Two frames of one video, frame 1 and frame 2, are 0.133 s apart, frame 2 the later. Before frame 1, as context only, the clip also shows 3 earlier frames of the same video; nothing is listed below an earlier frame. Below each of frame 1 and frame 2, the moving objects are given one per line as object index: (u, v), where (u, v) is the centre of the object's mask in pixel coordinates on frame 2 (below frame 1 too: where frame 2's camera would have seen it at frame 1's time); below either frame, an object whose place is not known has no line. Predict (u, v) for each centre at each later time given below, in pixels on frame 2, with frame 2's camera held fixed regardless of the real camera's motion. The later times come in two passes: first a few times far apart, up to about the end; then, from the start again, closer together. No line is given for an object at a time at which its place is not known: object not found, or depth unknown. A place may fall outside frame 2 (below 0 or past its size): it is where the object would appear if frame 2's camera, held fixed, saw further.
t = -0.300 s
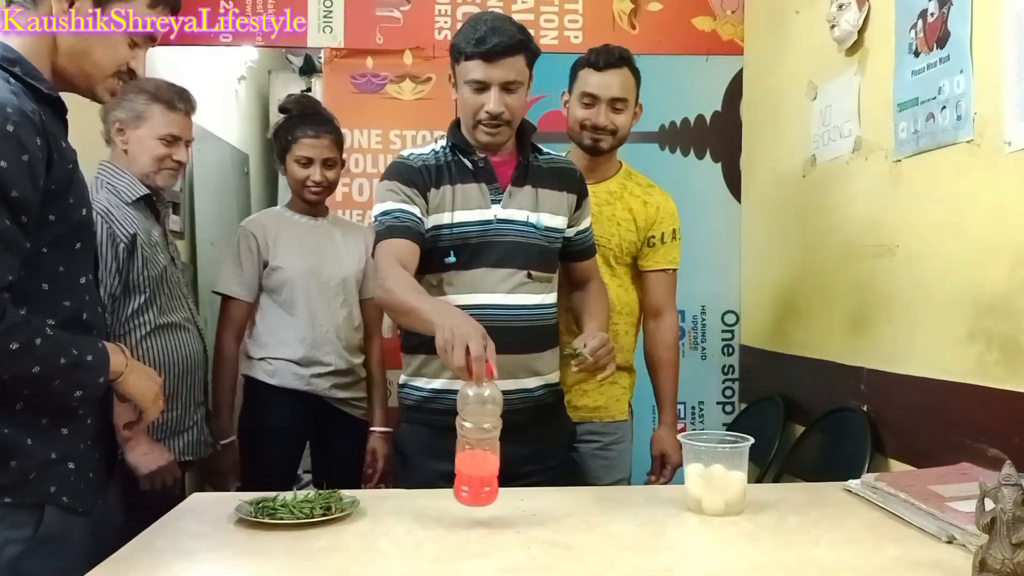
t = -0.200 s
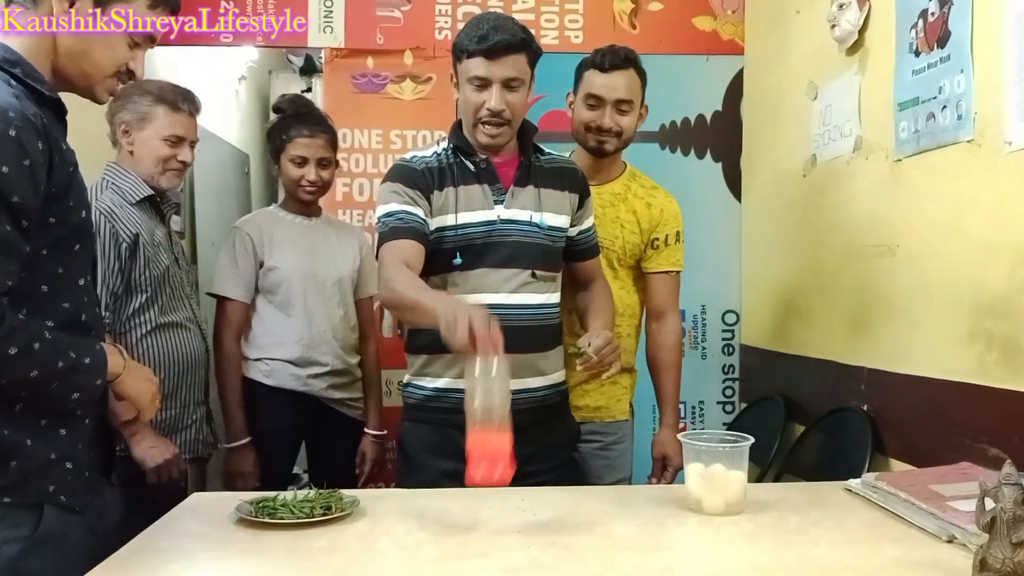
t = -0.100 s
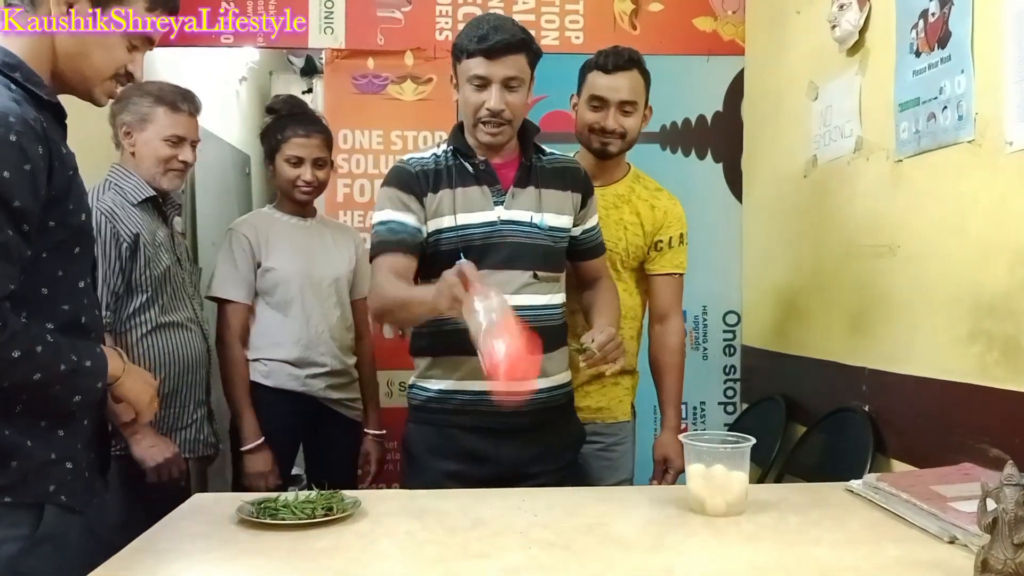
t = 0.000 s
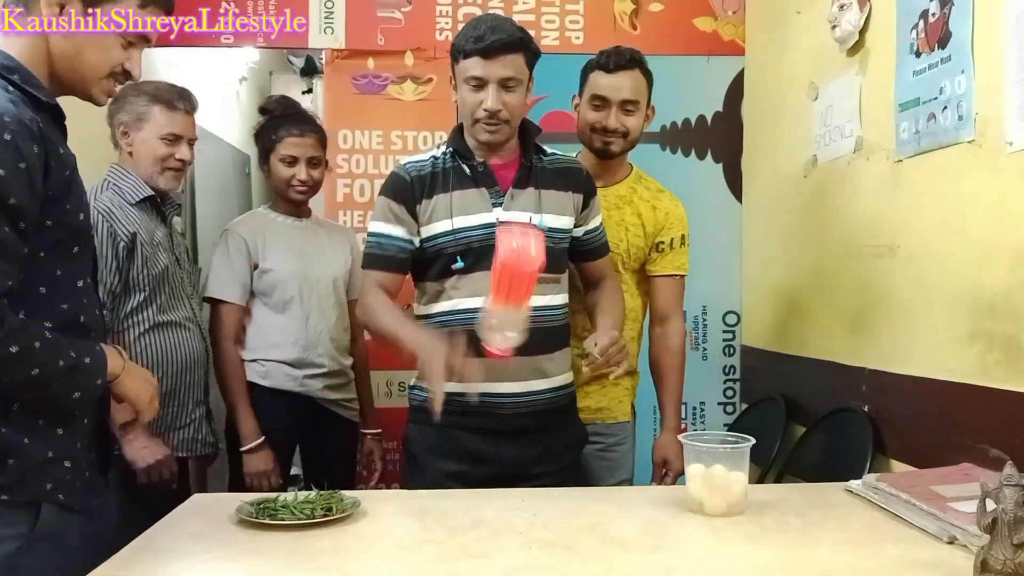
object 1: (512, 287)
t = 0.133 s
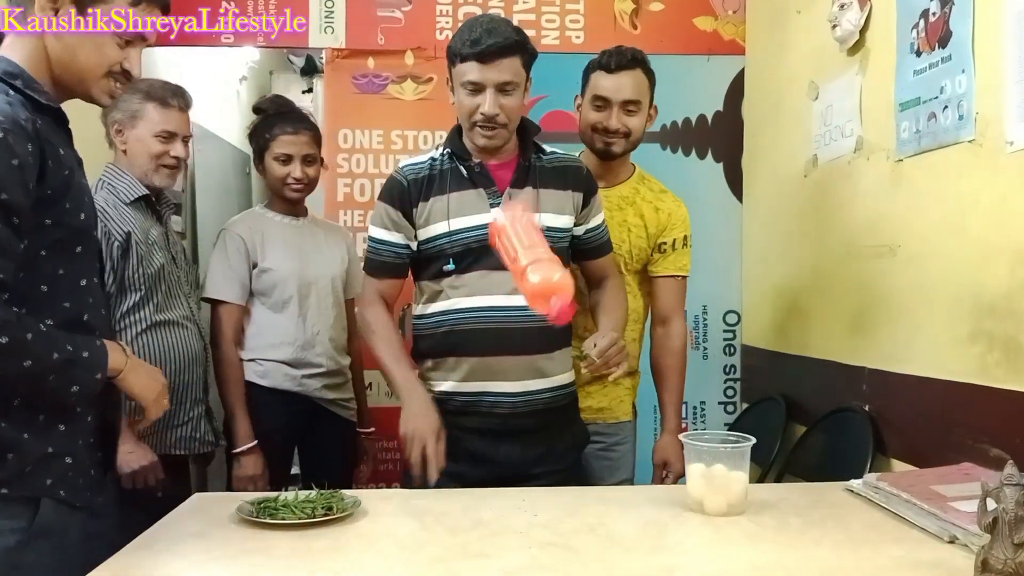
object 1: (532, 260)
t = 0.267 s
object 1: (538, 361)
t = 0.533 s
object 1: (565, 533)
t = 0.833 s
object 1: (584, 532)
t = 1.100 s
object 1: (601, 529)
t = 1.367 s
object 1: (617, 528)
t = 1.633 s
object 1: (634, 526)
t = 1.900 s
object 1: (649, 525)
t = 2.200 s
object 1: (666, 523)
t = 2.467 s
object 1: (676, 522)
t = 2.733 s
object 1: (682, 521)
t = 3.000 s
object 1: (684, 520)
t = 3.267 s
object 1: (683, 520)
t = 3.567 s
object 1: (682, 521)
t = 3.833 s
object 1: (681, 521)
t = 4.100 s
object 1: (681, 521)
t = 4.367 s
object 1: (679, 521)
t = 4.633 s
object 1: (676, 521)
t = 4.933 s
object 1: (673, 522)
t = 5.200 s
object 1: (669, 522)
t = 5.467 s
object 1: (667, 522)
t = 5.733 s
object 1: (664, 523)
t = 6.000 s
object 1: (655, 524)
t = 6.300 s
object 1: (655, 524)
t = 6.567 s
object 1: (658, 524)
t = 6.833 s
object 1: (656, 524)
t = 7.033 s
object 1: (655, 525)
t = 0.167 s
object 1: (533, 269)
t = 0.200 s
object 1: (534, 289)
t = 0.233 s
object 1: (537, 320)
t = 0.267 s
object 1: (538, 361)
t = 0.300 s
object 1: (541, 410)
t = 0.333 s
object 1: (543, 460)
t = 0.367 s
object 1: (549, 487)
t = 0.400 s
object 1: (559, 515)
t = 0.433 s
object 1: (557, 530)
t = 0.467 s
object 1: (561, 534)
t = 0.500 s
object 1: (564, 534)
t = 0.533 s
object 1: (565, 533)
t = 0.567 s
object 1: (567, 533)
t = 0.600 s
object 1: (569, 533)
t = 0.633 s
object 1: (571, 533)
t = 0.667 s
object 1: (573, 533)
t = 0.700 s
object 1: (575, 533)
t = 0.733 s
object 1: (577, 533)
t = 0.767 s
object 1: (579, 532)
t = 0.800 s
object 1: (582, 532)
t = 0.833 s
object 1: (584, 532)
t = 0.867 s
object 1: (586, 531)
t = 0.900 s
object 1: (588, 531)
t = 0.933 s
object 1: (590, 531)
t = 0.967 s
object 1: (592, 531)
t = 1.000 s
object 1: (594, 531)
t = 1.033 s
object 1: (597, 530)
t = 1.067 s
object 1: (599, 530)
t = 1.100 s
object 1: (601, 529)
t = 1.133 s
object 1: (602, 530)
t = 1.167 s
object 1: (603, 530)
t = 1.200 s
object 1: (605, 530)
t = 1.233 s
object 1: (608, 529)
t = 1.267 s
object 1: (610, 529)
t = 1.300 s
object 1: (613, 528)
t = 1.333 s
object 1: (615, 528)
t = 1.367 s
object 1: (617, 528)
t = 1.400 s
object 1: (619, 528)
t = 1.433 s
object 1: (621, 527)
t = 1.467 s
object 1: (623, 527)
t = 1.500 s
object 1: (626, 527)
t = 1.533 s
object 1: (628, 527)
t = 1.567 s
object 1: (630, 527)
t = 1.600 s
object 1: (632, 527)
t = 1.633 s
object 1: (634, 526)
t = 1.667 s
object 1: (636, 526)
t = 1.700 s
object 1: (638, 526)
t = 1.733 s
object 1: (640, 525)
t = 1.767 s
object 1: (642, 525)
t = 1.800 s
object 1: (644, 525)
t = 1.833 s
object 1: (646, 525)
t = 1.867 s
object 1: (648, 525)
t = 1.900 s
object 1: (649, 525)
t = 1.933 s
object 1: (651, 524)
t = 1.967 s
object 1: (653, 524)
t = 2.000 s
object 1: (658, 524)
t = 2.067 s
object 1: (659, 524)
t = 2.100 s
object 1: (661, 523)
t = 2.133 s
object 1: (662, 523)
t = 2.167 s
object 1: (664, 523)
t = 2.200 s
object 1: (666, 523)
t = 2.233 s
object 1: (668, 522)
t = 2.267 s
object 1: (669, 522)
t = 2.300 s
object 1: (670, 522)
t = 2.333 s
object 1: (671, 522)
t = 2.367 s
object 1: (672, 522)
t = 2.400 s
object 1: (673, 522)
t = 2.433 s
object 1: (675, 522)
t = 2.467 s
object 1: (676, 522)
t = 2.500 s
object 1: (677, 521)
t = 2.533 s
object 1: (678, 521)
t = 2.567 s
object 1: (678, 521)
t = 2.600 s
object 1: (679, 521)
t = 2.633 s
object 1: (679, 521)
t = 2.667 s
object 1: (680, 521)
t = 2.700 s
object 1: (681, 521)
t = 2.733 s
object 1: (682, 521)
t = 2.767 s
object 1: (682, 521)
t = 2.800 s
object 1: (682, 521)
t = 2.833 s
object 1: (683, 521)
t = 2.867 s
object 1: (683, 520)
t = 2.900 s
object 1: (684, 520)
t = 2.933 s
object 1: (684, 520)
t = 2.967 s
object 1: (684, 520)
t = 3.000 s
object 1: (684, 520)
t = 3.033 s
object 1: (684, 520)
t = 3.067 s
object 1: (685, 520)
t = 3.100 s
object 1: (685, 520)
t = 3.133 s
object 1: (685, 520)
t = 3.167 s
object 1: (685, 520)
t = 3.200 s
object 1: (684, 520)
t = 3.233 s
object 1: (683, 520)
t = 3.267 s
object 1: (683, 520)
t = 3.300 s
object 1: (683, 521)
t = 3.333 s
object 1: (683, 521)
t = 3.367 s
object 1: (683, 521)
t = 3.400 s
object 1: (682, 520)
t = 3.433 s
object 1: (682, 520)
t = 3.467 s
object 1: (682, 521)
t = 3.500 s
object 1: (682, 521)
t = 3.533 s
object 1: (682, 521)
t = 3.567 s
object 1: (682, 521)
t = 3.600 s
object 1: (681, 520)
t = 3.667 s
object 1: (681, 521)
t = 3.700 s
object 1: (681, 521)
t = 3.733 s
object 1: (681, 521)
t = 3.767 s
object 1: (681, 521)
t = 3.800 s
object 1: (681, 521)
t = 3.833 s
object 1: (681, 521)
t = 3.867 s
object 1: (681, 521)
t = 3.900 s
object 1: (681, 521)
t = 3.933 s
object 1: (681, 521)
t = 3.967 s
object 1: (681, 521)
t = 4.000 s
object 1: (681, 521)
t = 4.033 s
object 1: (681, 521)
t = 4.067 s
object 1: (681, 521)
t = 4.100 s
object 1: (681, 521)
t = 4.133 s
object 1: (681, 520)
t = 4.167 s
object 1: (681, 521)
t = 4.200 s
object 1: (681, 521)
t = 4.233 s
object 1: (681, 521)
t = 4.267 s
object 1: (681, 521)
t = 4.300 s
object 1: (680, 521)
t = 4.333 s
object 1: (680, 521)
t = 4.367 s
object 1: (679, 521)
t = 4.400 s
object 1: (679, 521)
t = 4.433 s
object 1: (679, 521)
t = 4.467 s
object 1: (678, 521)
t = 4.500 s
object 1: (678, 521)
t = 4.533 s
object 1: (677, 521)
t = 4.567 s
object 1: (677, 521)
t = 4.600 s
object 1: (676, 522)
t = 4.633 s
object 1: (676, 521)
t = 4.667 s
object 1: (676, 521)
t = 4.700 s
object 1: (676, 521)
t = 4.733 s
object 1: (675, 522)
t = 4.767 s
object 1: (675, 522)
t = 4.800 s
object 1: (675, 521)
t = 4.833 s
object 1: (674, 521)
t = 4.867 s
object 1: (674, 522)
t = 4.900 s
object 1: (673, 522)
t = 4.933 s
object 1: (673, 522)
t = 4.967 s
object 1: (672, 522)
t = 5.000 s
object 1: (671, 522)
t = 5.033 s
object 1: (670, 522)
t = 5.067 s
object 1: (670, 522)
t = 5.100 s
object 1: (670, 522)
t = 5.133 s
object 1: (670, 522)
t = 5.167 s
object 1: (669, 522)
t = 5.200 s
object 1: (669, 522)
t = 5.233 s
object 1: (668, 522)
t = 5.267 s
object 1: (668, 522)
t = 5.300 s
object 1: (668, 522)
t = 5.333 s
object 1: (668, 522)
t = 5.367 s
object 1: (668, 522)
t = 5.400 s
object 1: (668, 522)
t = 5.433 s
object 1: (667, 522)
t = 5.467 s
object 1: (667, 522)
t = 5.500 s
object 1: (666, 522)
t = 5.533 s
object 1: (666, 522)
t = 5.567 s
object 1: (666, 522)
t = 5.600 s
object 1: (666, 522)
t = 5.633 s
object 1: (666, 522)
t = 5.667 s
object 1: (665, 522)
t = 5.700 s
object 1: (665, 522)
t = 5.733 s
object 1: (664, 523)
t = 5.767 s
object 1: (663, 523)
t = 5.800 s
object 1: (661, 523)
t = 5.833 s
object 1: (661, 523)
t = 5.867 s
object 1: (660, 523)
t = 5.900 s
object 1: (658, 523)
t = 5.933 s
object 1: (657, 523)
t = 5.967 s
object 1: (656, 524)
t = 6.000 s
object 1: (655, 524)
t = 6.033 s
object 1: (655, 524)
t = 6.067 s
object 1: (655, 524)
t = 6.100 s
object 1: (654, 524)
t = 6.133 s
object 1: (653, 524)
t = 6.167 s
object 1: (653, 524)
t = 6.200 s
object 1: (654, 524)
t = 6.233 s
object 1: (654, 525)
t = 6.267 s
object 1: (655, 524)
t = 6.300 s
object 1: (655, 524)
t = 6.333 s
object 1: (655, 525)
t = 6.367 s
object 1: (656, 524)
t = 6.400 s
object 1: (657, 524)
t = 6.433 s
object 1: (657, 524)
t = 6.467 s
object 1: (658, 524)
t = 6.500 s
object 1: (658, 524)
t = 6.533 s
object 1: (658, 524)
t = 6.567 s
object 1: (658, 524)
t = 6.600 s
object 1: (658, 524)
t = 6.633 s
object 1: (658, 524)
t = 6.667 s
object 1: (658, 524)
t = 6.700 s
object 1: (658, 524)
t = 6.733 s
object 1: (657, 524)
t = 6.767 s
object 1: (657, 524)
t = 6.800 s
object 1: (656, 524)
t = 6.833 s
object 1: (656, 524)
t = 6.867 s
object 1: (656, 525)
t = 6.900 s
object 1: (655, 524)
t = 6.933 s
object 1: (654, 525)
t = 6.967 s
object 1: (655, 524)
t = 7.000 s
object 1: (655, 524)
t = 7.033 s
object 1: (655, 525)
